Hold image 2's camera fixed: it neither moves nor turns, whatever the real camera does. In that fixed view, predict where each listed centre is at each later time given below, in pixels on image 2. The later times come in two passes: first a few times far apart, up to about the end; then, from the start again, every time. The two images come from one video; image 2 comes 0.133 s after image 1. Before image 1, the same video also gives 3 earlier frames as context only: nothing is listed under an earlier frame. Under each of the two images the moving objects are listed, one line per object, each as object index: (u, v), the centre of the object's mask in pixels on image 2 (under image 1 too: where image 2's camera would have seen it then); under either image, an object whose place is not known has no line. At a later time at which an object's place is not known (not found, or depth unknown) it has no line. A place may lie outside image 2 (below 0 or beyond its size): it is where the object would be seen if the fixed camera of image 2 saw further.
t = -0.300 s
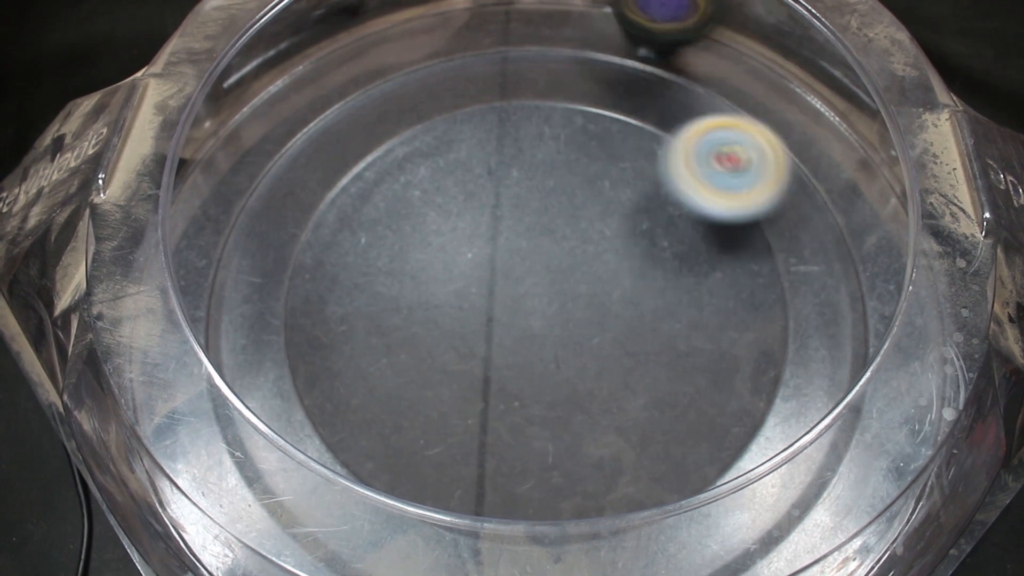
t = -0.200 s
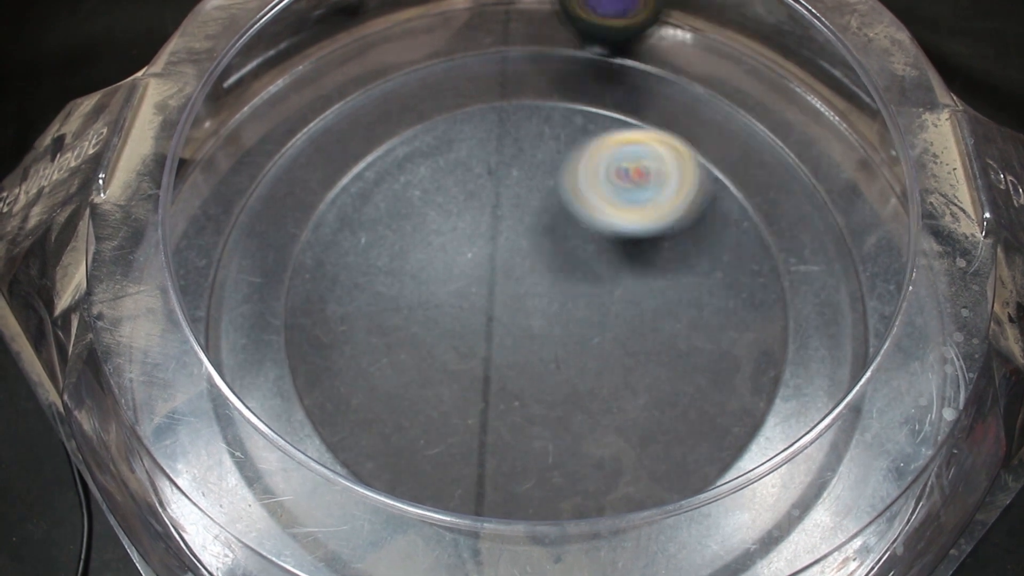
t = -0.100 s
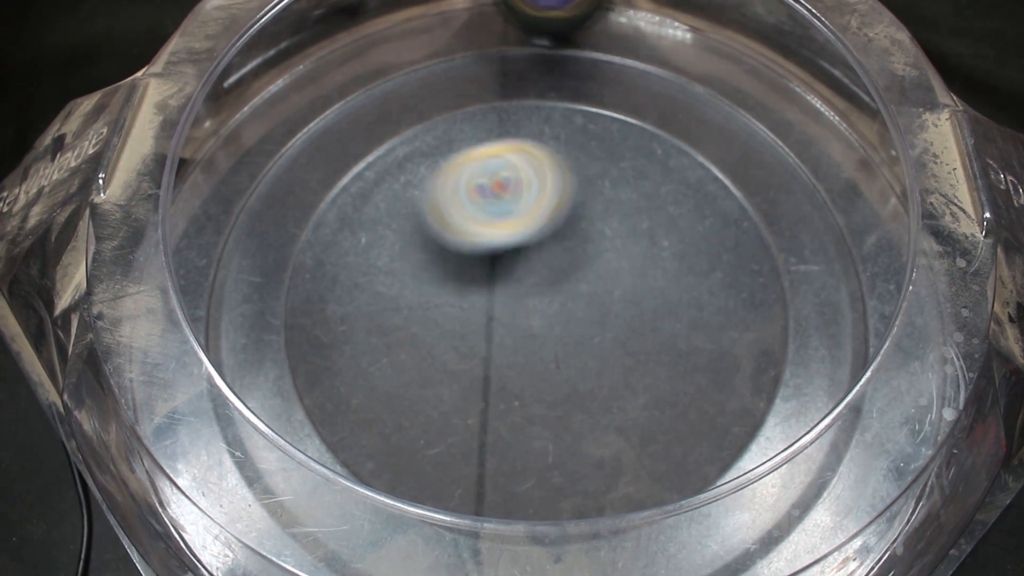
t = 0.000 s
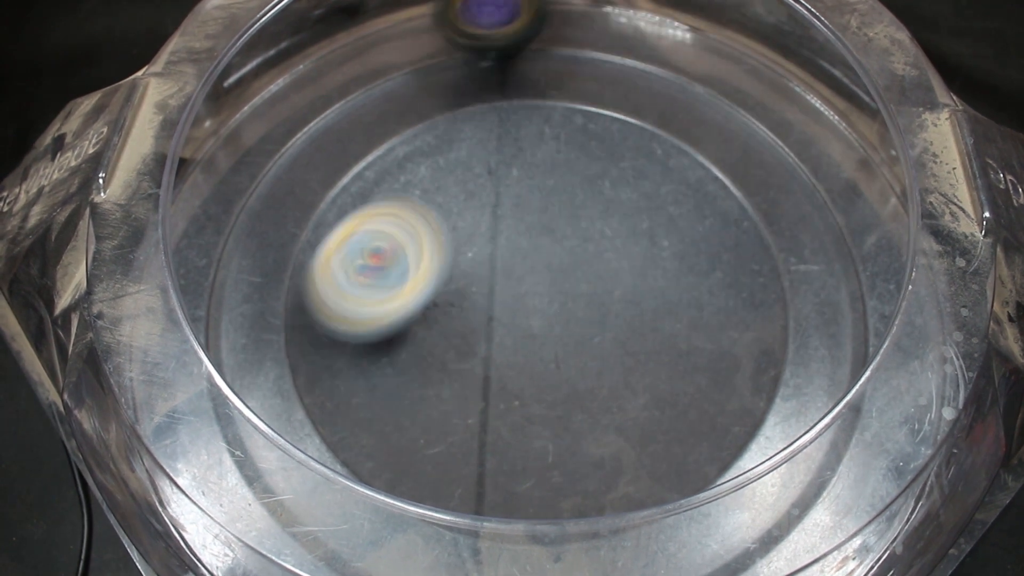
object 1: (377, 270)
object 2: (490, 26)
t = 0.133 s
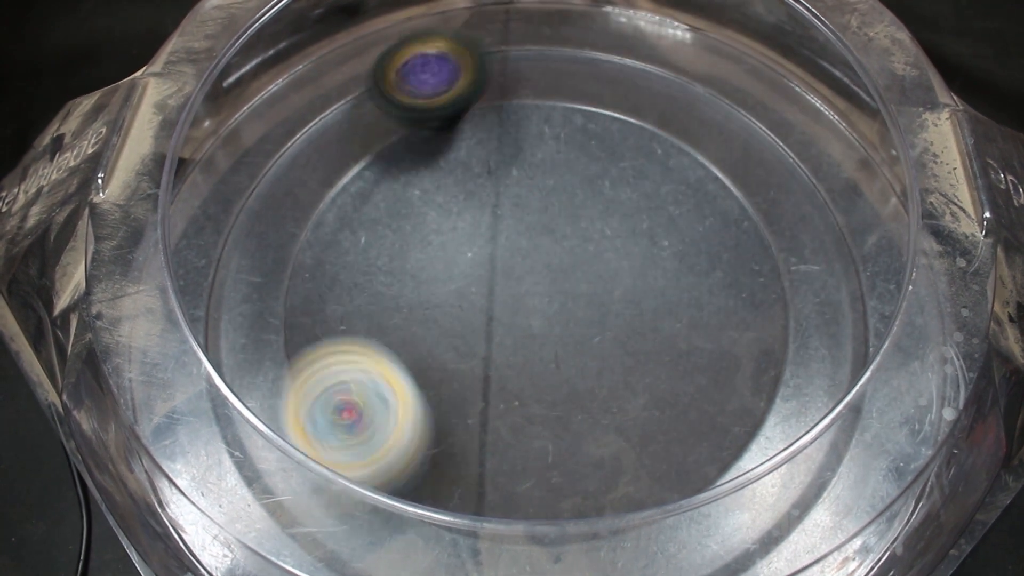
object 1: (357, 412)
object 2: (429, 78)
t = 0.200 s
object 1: (420, 477)
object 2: (403, 125)
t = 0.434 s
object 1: (743, 516)
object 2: (468, 404)
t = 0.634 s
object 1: (841, 380)
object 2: (699, 349)
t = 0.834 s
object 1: (849, 242)
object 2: (605, 209)
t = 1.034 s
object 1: (807, 152)
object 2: (464, 259)
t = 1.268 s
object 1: (714, 100)
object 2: (529, 332)
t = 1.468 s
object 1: (599, 105)
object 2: (555, 273)
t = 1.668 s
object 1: (386, 224)
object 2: (555, 277)
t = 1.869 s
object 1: (376, 414)
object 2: (575, 273)
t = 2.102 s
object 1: (671, 361)
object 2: (570, 283)
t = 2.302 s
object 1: (729, 187)
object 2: (517, 268)
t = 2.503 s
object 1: (582, 100)
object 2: (513, 292)
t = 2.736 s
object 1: (411, 234)
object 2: (522, 292)
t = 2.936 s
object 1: (447, 413)
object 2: (562, 261)
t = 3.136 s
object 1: (656, 423)
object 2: (525, 241)
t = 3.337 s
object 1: (692, 253)
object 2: (533, 297)
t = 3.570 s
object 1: (510, 148)
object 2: (592, 271)
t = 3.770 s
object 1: (359, 232)
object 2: (534, 258)
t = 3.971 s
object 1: (427, 389)
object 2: (530, 311)
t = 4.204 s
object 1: (645, 386)
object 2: (592, 273)
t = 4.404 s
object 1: (668, 231)
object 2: (538, 240)
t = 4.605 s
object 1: (521, 158)
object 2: (494, 285)
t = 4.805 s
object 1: (397, 259)
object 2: (545, 323)
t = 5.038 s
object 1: (532, 399)
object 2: (582, 267)
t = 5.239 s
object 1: (680, 307)
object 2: (523, 244)
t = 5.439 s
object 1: (622, 176)
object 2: (500, 294)
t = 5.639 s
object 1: (463, 188)
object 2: (562, 309)
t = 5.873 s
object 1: (439, 358)
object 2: (568, 252)
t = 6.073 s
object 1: (611, 388)
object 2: (510, 262)
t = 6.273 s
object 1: (673, 256)
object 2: (527, 311)
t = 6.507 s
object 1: (523, 168)
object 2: (578, 281)
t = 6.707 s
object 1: (405, 259)
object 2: (535, 254)
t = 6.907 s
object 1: (440, 396)
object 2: (527, 288)
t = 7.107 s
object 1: (597, 414)
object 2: (579, 268)
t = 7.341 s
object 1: (658, 324)
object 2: (570, 209)
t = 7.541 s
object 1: (558, 269)
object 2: (484, 142)
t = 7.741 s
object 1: (468, 337)
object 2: (433, 120)
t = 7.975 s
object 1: (544, 344)
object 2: (448, 167)
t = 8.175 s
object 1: (573, 301)
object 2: (445, 143)
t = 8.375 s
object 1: (556, 266)
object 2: (400, 32)
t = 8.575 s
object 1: (500, 262)
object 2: (395, 81)
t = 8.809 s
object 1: (526, 340)
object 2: (484, 233)
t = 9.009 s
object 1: (606, 387)
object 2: (584, 269)
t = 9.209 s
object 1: (642, 387)
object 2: (647, 270)
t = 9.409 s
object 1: (589, 332)
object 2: (606, 219)
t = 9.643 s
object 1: (516, 289)
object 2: (516, 169)
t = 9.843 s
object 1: (479, 289)
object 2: (498, 161)
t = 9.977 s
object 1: (482, 280)
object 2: (511, 194)
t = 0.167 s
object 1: (385, 439)
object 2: (417, 94)
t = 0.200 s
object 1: (420, 477)
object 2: (403, 125)
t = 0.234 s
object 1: (472, 501)
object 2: (390, 160)
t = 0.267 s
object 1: (531, 512)
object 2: (381, 202)
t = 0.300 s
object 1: (590, 518)
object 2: (375, 250)
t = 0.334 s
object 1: (637, 525)
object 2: (381, 298)
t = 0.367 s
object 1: (676, 521)
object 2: (395, 340)
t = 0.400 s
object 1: (708, 520)
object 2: (428, 376)
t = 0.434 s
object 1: (743, 516)
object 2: (468, 404)
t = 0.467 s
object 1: (782, 518)
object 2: (518, 419)
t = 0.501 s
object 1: (811, 501)
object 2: (566, 423)
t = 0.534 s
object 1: (817, 467)
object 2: (612, 415)
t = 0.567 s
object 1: (828, 434)
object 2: (652, 400)
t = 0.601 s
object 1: (837, 404)
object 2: (680, 379)
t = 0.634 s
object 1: (841, 380)
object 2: (699, 349)
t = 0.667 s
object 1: (851, 363)
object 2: (702, 313)
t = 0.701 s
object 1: (862, 343)
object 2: (695, 282)
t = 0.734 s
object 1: (865, 318)
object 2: (681, 254)
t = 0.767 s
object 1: (851, 289)
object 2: (662, 232)
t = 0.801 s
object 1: (852, 264)
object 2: (635, 217)
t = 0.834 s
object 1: (849, 242)
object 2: (605, 209)
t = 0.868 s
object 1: (847, 225)
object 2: (572, 204)
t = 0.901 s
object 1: (841, 207)
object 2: (535, 206)
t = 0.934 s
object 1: (832, 191)
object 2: (508, 212)
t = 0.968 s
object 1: (824, 176)
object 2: (483, 224)
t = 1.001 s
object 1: (817, 162)
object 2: (471, 237)
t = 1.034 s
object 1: (807, 152)
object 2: (464, 259)
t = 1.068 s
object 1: (797, 144)
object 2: (466, 284)
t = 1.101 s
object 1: (783, 135)
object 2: (471, 303)
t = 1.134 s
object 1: (769, 128)
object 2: (481, 321)
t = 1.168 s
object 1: (757, 121)
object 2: (492, 331)
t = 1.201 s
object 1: (741, 114)
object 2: (507, 337)
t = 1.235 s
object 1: (728, 108)
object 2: (518, 337)
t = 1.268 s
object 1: (714, 100)
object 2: (529, 332)
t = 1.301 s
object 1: (700, 96)
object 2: (536, 323)
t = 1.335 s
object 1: (689, 93)
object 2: (544, 313)
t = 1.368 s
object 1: (673, 92)
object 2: (548, 302)
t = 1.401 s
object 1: (656, 93)
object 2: (553, 291)
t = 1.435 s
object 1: (630, 96)
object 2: (555, 280)
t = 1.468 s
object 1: (599, 105)
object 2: (555, 273)
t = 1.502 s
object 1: (564, 114)
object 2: (555, 268)
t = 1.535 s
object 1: (521, 132)
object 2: (552, 264)
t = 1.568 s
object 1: (488, 151)
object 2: (547, 262)
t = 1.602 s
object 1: (451, 179)
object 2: (542, 264)
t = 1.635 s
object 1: (421, 205)
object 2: (543, 269)
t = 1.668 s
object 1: (386, 224)
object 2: (555, 277)
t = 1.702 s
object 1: (361, 249)
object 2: (565, 282)
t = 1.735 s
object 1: (342, 279)
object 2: (573, 284)
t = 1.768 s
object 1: (335, 311)
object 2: (577, 283)
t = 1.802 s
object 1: (337, 346)
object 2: (578, 280)
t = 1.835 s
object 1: (352, 383)
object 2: (577, 278)
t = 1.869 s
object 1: (376, 414)
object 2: (575, 273)
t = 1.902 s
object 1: (414, 438)
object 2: (573, 270)
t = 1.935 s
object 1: (459, 453)
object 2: (573, 268)
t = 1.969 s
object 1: (512, 457)
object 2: (574, 269)
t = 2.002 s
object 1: (563, 449)
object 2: (573, 270)
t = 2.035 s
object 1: (608, 426)
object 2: (571, 273)
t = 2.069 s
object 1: (646, 395)
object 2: (570, 278)
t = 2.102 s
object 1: (671, 361)
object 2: (570, 283)
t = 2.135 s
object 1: (693, 331)
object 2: (565, 281)
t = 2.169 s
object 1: (714, 305)
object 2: (550, 273)
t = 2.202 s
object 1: (729, 276)
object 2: (538, 267)
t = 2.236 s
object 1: (735, 246)
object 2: (529, 266)
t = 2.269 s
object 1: (735, 215)
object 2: (522, 265)
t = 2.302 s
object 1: (729, 187)
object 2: (517, 268)
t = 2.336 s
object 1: (716, 160)
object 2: (515, 272)
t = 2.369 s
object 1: (697, 137)
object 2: (515, 277)
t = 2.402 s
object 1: (674, 120)
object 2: (516, 282)
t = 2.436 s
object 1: (645, 106)
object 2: (517, 286)
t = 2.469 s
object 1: (614, 100)
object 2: (516, 290)
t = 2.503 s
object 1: (582, 100)
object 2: (513, 292)
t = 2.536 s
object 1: (549, 105)
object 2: (512, 293)
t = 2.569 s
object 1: (519, 116)
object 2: (512, 293)
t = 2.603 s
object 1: (490, 133)
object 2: (512, 294)
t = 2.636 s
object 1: (464, 155)
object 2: (513, 294)
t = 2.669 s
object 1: (442, 180)
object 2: (514, 294)
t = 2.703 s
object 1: (425, 209)
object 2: (517, 293)
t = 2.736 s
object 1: (411, 234)
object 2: (522, 292)
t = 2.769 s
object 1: (399, 264)
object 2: (530, 292)
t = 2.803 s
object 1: (394, 295)
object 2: (539, 290)
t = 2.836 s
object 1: (397, 326)
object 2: (548, 285)
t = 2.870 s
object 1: (406, 359)
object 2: (556, 277)
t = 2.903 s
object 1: (421, 386)
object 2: (560, 269)
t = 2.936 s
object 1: (447, 413)
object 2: (562, 261)
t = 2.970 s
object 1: (477, 435)
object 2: (560, 254)
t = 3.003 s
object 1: (509, 448)
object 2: (556, 247)
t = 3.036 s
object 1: (550, 455)
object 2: (549, 242)
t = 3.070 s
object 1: (587, 452)
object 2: (543, 239)
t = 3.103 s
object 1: (622, 441)
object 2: (534, 239)
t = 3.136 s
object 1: (656, 423)
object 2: (525, 241)
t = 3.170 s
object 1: (680, 400)
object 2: (516, 249)
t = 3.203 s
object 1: (696, 372)
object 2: (512, 258)
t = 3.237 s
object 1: (705, 341)
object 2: (512, 269)
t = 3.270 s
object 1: (707, 310)
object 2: (515, 279)
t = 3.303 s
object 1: (703, 281)
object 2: (523, 290)
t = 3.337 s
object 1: (692, 253)
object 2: (533, 297)
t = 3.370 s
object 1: (675, 228)
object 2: (545, 301)
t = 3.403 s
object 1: (654, 206)
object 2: (557, 303)
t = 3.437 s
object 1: (629, 186)
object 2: (569, 300)
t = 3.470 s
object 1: (601, 170)
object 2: (579, 295)
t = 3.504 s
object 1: (573, 158)
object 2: (586, 289)
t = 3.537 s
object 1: (542, 151)
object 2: (592, 280)
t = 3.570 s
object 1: (510, 148)
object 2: (592, 271)
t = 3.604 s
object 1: (480, 149)
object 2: (589, 263)
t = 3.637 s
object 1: (448, 157)
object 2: (582, 256)
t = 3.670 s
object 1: (420, 168)
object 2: (572, 252)
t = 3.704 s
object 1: (394, 183)
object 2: (560, 250)
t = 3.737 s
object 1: (374, 206)
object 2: (547, 252)
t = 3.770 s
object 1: (359, 232)
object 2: (534, 258)
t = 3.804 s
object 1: (351, 258)
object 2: (524, 265)
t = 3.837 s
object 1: (353, 289)
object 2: (517, 274)
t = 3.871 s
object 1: (364, 317)
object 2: (513, 284)
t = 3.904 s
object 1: (382, 345)
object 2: (513, 294)
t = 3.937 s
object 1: (407, 368)
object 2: (516, 303)
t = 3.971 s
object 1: (427, 389)
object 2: (530, 311)
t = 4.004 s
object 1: (455, 411)
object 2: (544, 313)
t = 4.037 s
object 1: (485, 426)
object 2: (559, 312)
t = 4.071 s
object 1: (521, 435)
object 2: (570, 307)
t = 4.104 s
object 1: (556, 433)
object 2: (580, 301)
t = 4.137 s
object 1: (589, 424)
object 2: (586, 292)
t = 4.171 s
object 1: (620, 407)
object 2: (591, 283)
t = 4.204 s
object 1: (645, 386)
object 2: (592, 273)
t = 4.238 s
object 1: (663, 362)
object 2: (589, 264)
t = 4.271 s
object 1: (674, 335)
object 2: (581, 254)
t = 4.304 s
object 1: (681, 309)
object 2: (573, 246)
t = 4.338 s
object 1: (684, 281)
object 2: (562, 240)
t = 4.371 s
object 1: (680, 255)
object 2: (550, 239)
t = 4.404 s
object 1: (668, 231)
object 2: (538, 240)
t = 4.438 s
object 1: (651, 208)
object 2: (526, 242)
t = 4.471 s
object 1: (630, 189)
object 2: (515, 247)
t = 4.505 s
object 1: (606, 175)
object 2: (505, 255)
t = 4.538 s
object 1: (578, 164)
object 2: (499, 263)
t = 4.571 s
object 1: (550, 158)
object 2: (495, 274)
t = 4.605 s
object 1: (521, 158)
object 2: (494, 285)
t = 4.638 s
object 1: (493, 164)
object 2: (497, 297)
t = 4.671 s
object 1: (466, 174)
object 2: (502, 306)
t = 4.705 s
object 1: (440, 190)
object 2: (510, 315)
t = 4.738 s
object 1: (421, 210)
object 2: (521, 321)
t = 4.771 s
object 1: (406, 234)
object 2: (532, 324)
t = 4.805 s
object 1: (397, 259)
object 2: (545, 323)
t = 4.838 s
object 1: (396, 289)
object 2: (557, 320)
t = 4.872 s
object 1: (403, 314)
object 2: (567, 314)
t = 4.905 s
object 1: (420, 342)
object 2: (576, 306)
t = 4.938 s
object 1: (440, 364)
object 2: (582, 297)
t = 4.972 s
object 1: (468, 380)
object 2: (585, 287)
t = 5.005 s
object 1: (500, 394)
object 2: (585, 277)
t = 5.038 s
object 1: (532, 399)
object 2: (582, 267)
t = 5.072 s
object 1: (566, 397)
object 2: (575, 258)
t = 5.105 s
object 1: (598, 387)
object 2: (568, 251)
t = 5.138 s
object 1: (627, 373)
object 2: (558, 246)
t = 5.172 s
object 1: (651, 356)
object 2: (546, 243)
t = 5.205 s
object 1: (669, 333)
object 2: (534, 242)
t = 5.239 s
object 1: (680, 307)
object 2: (523, 244)
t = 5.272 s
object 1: (688, 281)
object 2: (512, 249)
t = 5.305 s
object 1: (686, 256)
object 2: (503, 256)
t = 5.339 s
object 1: (676, 232)
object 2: (498, 264)
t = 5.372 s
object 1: (663, 209)
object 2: (495, 275)
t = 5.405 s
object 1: (644, 191)
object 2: (496, 285)
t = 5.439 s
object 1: (622, 176)
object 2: (500, 294)
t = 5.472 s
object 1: (596, 165)
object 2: (507, 303)
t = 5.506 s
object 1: (568, 160)
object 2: (515, 310)
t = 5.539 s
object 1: (540, 158)
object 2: (527, 314)
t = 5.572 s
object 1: (513, 163)
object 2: (539, 316)
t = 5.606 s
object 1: (486, 174)
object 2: (551, 314)
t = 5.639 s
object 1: (463, 188)
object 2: (562, 309)
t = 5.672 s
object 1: (442, 207)
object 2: (571, 303)
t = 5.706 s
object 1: (425, 230)
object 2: (578, 294)
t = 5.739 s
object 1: (414, 253)
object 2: (581, 285)
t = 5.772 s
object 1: (410, 280)
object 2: (583, 275)
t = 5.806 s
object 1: (412, 306)
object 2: (581, 266)
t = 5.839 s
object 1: (422, 331)
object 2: (575, 258)
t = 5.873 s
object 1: (439, 358)
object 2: (568, 252)
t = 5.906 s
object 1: (459, 376)
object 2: (558, 247)
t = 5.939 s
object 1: (487, 390)
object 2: (546, 245)
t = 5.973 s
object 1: (519, 402)
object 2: (536, 245)
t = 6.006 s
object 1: (550, 404)
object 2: (526, 249)
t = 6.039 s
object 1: (581, 398)
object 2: (516, 254)
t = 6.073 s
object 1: (611, 388)
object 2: (510, 262)
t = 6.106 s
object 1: (637, 373)
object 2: (506, 271)
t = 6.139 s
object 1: (656, 353)
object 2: (505, 281)
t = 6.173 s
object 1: (669, 329)
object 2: (507, 290)
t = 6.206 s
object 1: (677, 304)
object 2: (511, 299)
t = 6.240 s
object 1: (679, 279)
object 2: (518, 306)
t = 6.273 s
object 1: (673, 256)
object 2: (527, 311)
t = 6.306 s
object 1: (660, 232)
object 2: (537, 314)
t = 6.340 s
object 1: (644, 212)
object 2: (547, 314)
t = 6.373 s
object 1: (625, 195)
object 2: (559, 311)
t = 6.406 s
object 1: (602, 183)
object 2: (567, 305)
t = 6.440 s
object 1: (576, 174)
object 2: (574, 298)
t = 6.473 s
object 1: (550, 168)
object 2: (577, 290)
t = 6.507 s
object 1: (523, 168)
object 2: (578, 281)
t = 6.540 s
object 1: (496, 174)
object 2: (575, 272)
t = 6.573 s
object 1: (471, 183)
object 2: (570, 264)
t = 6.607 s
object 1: (449, 196)
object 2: (563, 259)
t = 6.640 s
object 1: (431, 216)
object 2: (554, 255)
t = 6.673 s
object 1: (416, 237)
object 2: (544, 253)
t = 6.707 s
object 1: (405, 259)
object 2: (535, 254)
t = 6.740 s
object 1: (399, 281)
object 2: (526, 256)
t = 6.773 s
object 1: (396, 308)
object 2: (521, 260)
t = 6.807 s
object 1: (398, 334)
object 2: (519, 266)
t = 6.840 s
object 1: (404, 358)
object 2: (519, 273)
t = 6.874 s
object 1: (418, 379)
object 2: (522, 281)
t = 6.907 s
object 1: (440, 396)
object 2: (527, 288)
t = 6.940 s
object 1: (468, 409)
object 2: (533, 293)
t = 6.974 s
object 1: (497, 418)
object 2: (541, 297)
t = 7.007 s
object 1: (527, 418)
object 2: (550, 299)
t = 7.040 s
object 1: (556, 411)
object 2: (557, 296)
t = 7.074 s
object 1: (577, 413)
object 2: (571, 284)
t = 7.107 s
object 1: (597, 414)
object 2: (579, 268)
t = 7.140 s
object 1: (613, 409)
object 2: (584, 257)
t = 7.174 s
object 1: (629, 402)
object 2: (584, 250)
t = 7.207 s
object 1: (644, 392)
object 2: (582, 242)
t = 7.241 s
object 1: (656, 380)
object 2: (582, 232)
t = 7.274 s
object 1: (662, 364)
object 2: (580, 223)
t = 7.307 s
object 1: (663, 345)
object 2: (576, 216)
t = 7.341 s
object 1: (658, 324)
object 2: (570, 209)
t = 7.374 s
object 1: (649, 303)
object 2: (562, 205)
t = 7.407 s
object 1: (636, 284)
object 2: (553, 198)
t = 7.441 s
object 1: (619, 274)
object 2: (537, 189)
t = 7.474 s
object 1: (599, 266)
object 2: (523, 178)
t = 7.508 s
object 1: (580, 266)
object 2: (504, 158)
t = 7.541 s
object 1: (558, 269)
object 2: (484, 142)
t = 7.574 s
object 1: (536, 274)
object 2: (462, 133)
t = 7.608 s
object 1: (517, 282)
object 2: (454, 131)
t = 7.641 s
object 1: (499, 293)
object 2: (449, 127)
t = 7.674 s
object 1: (484, 306)
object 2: (441, 124)
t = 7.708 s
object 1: (473, 321)
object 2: (437, 122)
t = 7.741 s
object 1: (468, 337)
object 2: (433, 120)
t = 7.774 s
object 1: (470, 353)
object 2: (431, 119)
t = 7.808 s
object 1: (477, 364)
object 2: (433, 122)
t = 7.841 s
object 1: (489, 369)
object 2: (432, 125)
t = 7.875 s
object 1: (502, 370)
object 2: (437, 134)
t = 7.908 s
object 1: (515, 367)
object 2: (443, 147)
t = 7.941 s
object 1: (529, 358)
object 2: (447, 156)
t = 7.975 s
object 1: (544, 344)
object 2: (448, 167)
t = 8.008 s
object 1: (554, 326)
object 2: (454, 180)
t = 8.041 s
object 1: (558, 307)
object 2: (460, 194)
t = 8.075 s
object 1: (558, 291)
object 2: (468, 211)
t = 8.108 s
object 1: (564, 289)
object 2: (472, 205)
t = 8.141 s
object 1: (570, 294)
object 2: (459, 165)
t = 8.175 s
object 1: (573, 301)
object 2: (445, 143)
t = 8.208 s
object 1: (573, 305)
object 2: (440, 121)
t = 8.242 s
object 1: (573, 304)
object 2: (425, 98)
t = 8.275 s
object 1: (569, 298)
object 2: (422, 76)
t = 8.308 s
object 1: (568, 289)
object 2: (409, 59)
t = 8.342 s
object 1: (564, 276)
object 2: (406, 40)
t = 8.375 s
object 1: (556, 266)
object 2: (400, 32)
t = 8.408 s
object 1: (546, 261)
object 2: (395, 25)
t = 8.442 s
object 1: (536, 255)
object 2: (380, 31)
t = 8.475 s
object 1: (523, 253)
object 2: (385, 37)
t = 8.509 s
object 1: (512, 254)
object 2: (393, 42)
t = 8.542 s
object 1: (505, 259)
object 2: (395, 63)
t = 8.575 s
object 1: (500, 262)
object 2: (395, 81)
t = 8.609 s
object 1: (496, 267)
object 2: (408, 101)
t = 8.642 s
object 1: (493, 274)
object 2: (421, 134)
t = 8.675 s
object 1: (495, 281)
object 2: (424, 167)
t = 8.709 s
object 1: (497, 293)
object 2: (440, 187)
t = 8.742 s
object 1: (508, 311)
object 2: (462, 199)
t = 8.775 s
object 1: (517, 329)
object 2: (479, 216)
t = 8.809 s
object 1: (526, 340)
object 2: (484, 233)
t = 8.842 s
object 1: (538, 349)
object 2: (490, 239)
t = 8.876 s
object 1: (550, 357)
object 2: (520, 242)
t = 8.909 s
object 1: (566, 365)
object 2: (537, 254)
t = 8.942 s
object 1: (582, 373)
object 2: (545, 267)
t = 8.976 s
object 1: (596, 380)
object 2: (561, 271)
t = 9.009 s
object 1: (606, 387)
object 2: (584, 269)
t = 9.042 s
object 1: (620, 396)
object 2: (608, 275)
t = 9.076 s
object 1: (626, 399)
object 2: (617, 281)
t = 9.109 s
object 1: (635, 402)
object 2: (619, 282)
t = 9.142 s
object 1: (637, 399)
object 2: (628, 278)
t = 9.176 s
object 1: (641, 395)
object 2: (640, 271)
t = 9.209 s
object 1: (642, 387)
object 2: (647, 270)
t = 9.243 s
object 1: (636, 382)
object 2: (651, 268)
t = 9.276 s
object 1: (629, 373)
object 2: (651, 257)
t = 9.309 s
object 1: (618, 366)
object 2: (646, 245)
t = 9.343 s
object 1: (606, 353)
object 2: (636, 235)
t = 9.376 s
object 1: (596, 342)
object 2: (620, 224)
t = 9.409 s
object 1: (589, 332)
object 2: (606, 219)
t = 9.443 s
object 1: (583, 321)
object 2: (592, 214)
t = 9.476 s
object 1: (577, 312)
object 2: (579, 209)
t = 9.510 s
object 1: (570, 302)
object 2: (565, 206)
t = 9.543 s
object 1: (559, 297)
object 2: (551, 201)
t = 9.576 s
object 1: (547, 288)
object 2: (537, 196)
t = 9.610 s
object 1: (531, 290)
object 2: (526, 187)
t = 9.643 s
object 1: (516, 289)
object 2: (516, 169)
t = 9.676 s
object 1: (511, 289)
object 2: (506, 159)
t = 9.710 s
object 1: (507, 289)
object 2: (498, 154)
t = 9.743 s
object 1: (496, 292)
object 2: (494, 150)
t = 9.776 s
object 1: (486, 288)
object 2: (492, 149)
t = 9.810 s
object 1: (485, 286)
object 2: (493, 154)
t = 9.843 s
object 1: (479, 289)
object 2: (498, 161)
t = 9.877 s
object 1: (476, 283)
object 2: (504, 173)
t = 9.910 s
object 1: (477, 284)
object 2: (509, 181)
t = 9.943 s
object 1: (477, 280)
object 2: (511, 189)
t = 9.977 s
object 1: (482, 280)
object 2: (511, 194)
